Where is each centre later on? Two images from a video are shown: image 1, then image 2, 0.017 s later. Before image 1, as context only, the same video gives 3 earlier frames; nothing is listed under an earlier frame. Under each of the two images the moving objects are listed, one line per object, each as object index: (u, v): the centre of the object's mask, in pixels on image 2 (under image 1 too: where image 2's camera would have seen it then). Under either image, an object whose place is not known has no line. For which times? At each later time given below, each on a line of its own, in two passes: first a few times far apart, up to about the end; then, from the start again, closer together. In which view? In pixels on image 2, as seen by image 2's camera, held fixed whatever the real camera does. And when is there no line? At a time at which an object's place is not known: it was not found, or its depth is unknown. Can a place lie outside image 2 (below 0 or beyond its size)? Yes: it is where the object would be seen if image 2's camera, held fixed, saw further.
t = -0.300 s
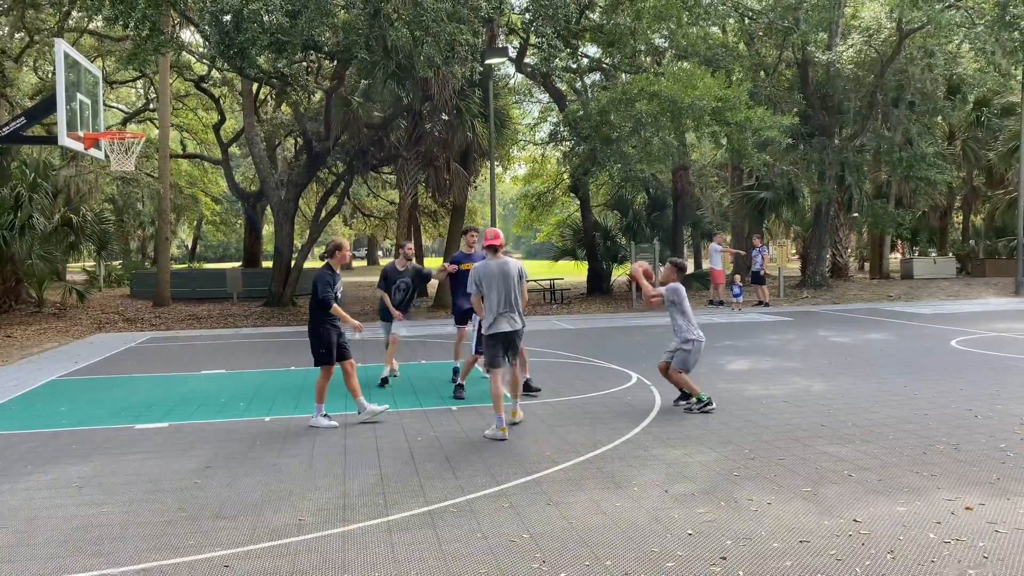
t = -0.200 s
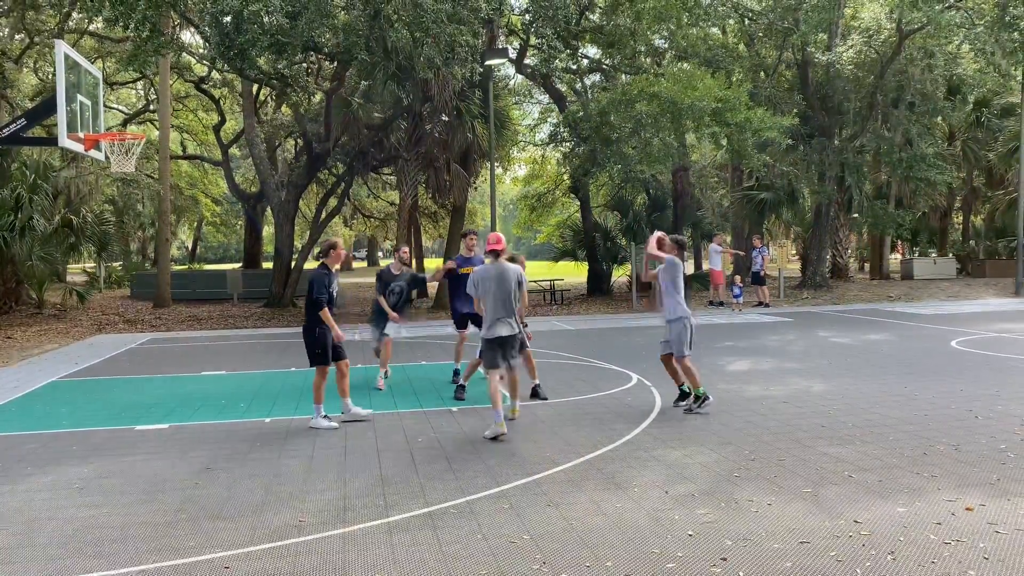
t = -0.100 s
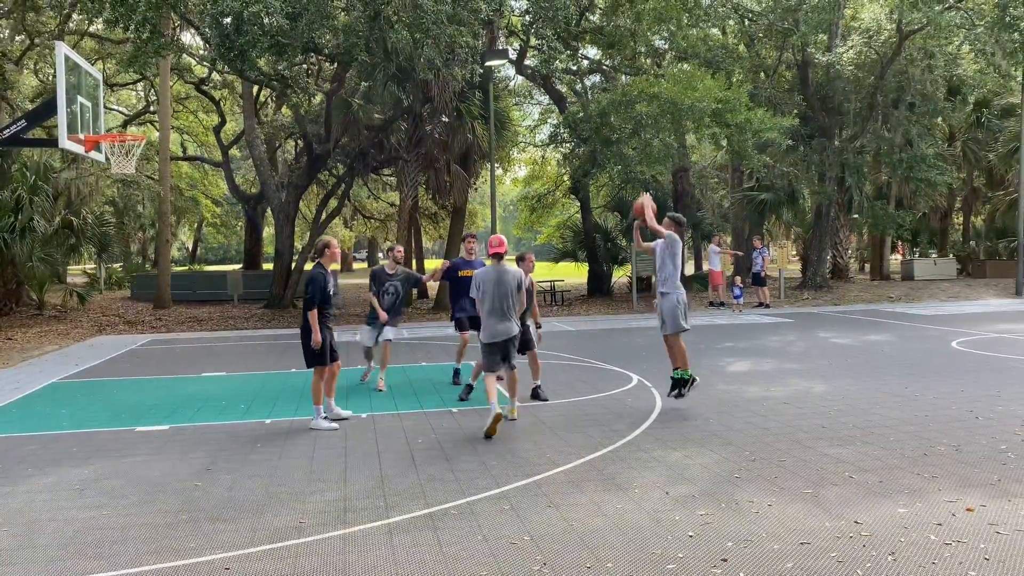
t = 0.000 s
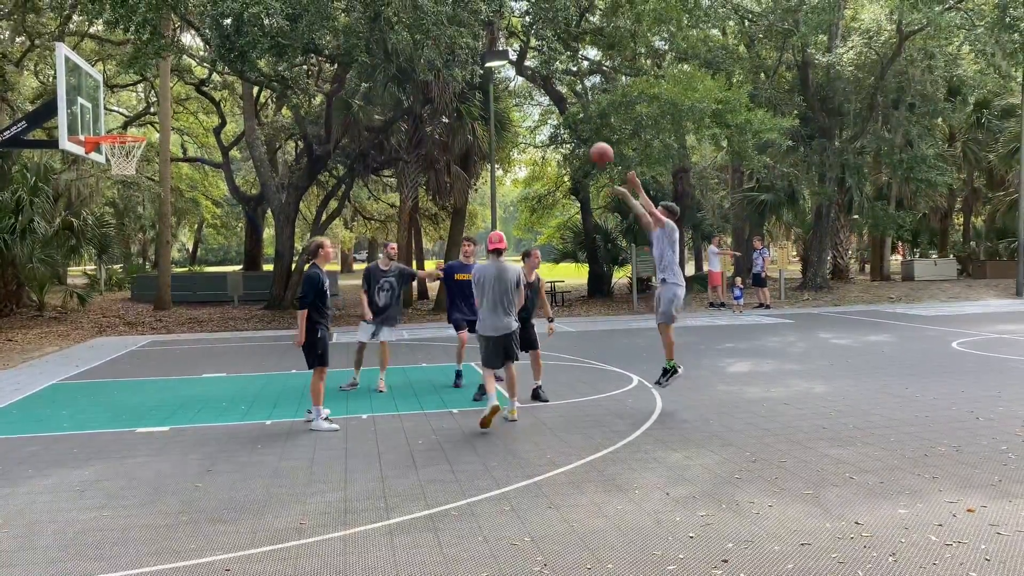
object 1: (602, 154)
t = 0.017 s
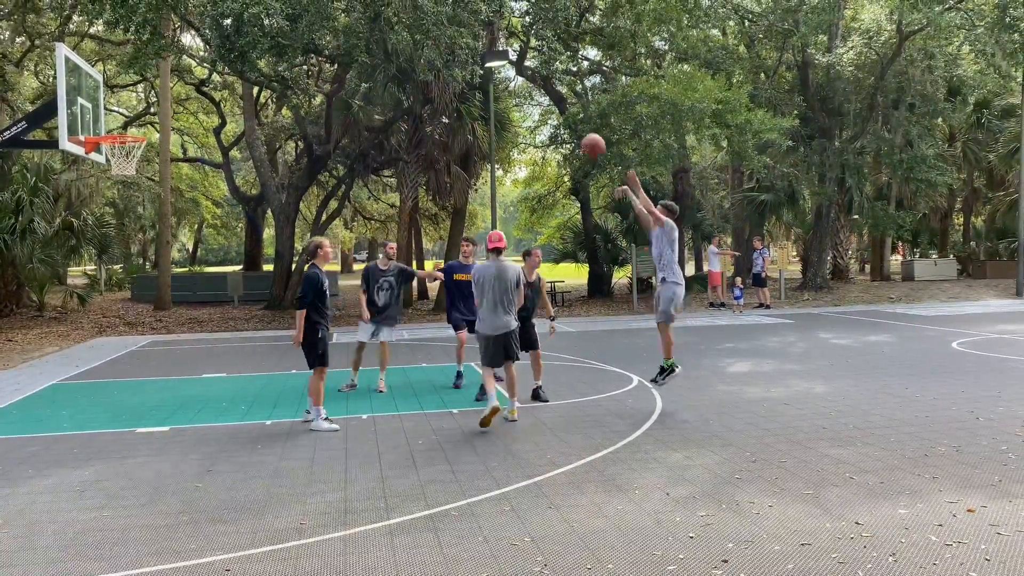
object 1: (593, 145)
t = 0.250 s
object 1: (480, 49)
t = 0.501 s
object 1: (368, 7)
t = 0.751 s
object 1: (262, 21)
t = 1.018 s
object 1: (163, 93)
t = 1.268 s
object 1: (109, 159)
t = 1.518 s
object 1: (127, 177)
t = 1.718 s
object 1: (143, 209)
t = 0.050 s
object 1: (576, 129)
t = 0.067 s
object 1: (569, 121)
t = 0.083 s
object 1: (560, 113)
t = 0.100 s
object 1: (552, 105)
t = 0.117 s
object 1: (544, 98)
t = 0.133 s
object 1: (536, 91)
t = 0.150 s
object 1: (527, 84)
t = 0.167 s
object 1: (520, 79)
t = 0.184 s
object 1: (512, 73)
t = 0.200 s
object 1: (504, 66)
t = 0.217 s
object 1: (496, 61)
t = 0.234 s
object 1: (487, 55)
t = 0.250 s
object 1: (480, 49)
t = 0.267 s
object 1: (472, 46)
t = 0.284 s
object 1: (464, 41)
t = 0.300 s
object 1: (457, 38)
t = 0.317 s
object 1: (449, 34)
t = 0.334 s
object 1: (441, 29)
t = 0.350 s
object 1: (434, 27)
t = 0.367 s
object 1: (425, 22)
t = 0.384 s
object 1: (419, 20)
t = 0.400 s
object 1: (411, 17)
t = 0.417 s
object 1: (404, 15)
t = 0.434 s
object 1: (396, 12)
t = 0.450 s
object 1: (389, 11)
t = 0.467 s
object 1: (381, 9)
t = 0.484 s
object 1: (374, 7)
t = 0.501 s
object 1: (368, 7)
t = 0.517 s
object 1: (360, 6)
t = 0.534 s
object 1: (352, 6)
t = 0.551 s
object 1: (345, 6)
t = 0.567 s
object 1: (338, 6)
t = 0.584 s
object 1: (330, 6)
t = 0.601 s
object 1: (325, 7)
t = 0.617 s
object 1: (317, 6)
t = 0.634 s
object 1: (310, 6)
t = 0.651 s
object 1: (303, 8)
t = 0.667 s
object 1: (297, 10)
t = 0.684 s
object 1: (290, 11)
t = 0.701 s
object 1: (283, 13)
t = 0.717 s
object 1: (277, 15)
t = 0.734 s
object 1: (270, 18)
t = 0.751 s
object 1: (262, 21)
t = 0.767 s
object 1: (257, 23)
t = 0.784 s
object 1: (249, 26)
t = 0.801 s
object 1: (243, 30)
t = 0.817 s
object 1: (236, 33)
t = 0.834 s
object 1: (230, 36)
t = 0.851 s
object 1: (224, 40)
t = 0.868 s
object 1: (217, 45)
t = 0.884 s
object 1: (212, 49)
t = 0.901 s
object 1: (205, 55)
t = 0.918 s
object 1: (199, 59)
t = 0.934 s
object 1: (191, 65)
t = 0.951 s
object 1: (186, 71)
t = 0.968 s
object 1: (180, 75)
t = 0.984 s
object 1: (174, 81)
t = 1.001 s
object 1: (170, 89)
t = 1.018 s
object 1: (163, 93)
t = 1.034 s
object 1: (156, 100)
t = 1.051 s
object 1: (150, 107)
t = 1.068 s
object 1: (146, 115)
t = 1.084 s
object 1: (139, 121)
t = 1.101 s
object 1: (133, 127)
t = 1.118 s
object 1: (129, 135)
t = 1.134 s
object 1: (122, 144)
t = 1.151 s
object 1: (116, 149)
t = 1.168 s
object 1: (112, 152)
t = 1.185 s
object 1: (111, 153)
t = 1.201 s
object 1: (109, 154)
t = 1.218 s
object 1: (109, 154)
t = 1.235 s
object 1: (108, 156)
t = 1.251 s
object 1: (108, 156)
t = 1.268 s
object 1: (109, 159)
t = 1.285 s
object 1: (110, 160)
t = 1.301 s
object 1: (111, 160)
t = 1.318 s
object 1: (111, 161)
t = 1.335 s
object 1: (113, 161)
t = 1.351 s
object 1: (113, 162)
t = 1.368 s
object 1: (116, 162)
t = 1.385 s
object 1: (117, 165)
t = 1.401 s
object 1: (119, 170)
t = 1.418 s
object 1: (118, 171)
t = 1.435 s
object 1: (122, 173)
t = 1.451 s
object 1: (122, 171)
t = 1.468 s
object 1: (123, 171)
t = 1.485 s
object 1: (124, 177)
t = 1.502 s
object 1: (126, 176)
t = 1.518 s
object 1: (127, 177)
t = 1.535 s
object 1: (127, 177)
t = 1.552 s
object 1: (129, 178)
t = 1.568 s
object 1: (129, 178)
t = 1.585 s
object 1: (130, 179)
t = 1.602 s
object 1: (133, 184)
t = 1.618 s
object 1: (134, 187)
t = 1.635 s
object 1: (135, 191)
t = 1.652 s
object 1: (137, 194)
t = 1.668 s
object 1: (138, 197)
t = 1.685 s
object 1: (139, 200)
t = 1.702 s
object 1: (141, 205)
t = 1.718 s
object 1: (143, 209)
